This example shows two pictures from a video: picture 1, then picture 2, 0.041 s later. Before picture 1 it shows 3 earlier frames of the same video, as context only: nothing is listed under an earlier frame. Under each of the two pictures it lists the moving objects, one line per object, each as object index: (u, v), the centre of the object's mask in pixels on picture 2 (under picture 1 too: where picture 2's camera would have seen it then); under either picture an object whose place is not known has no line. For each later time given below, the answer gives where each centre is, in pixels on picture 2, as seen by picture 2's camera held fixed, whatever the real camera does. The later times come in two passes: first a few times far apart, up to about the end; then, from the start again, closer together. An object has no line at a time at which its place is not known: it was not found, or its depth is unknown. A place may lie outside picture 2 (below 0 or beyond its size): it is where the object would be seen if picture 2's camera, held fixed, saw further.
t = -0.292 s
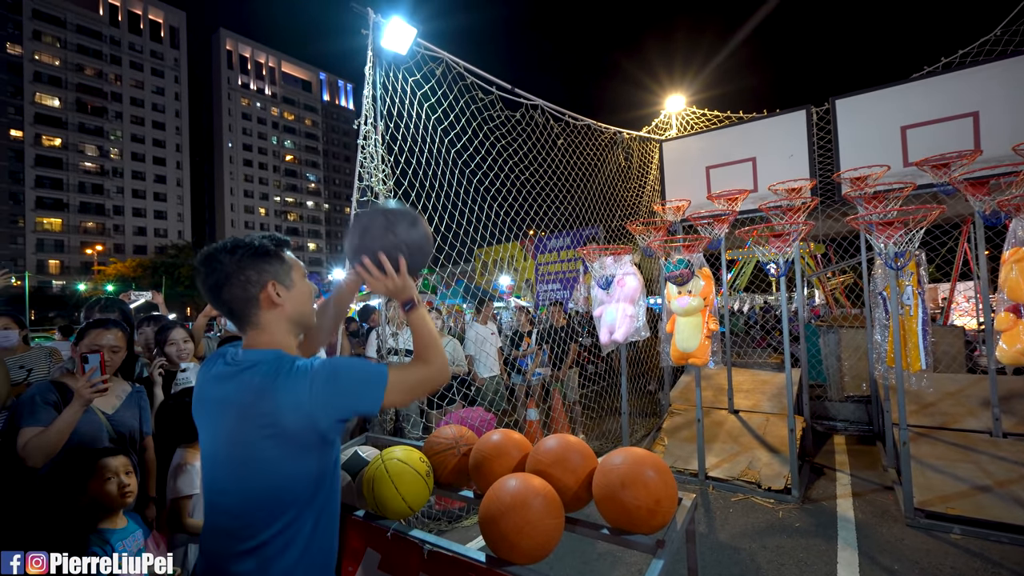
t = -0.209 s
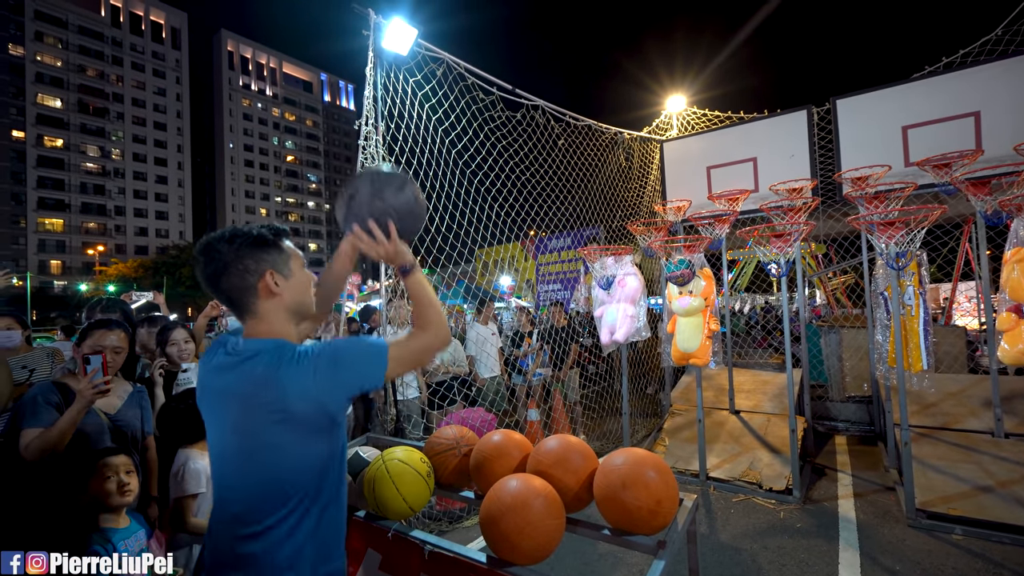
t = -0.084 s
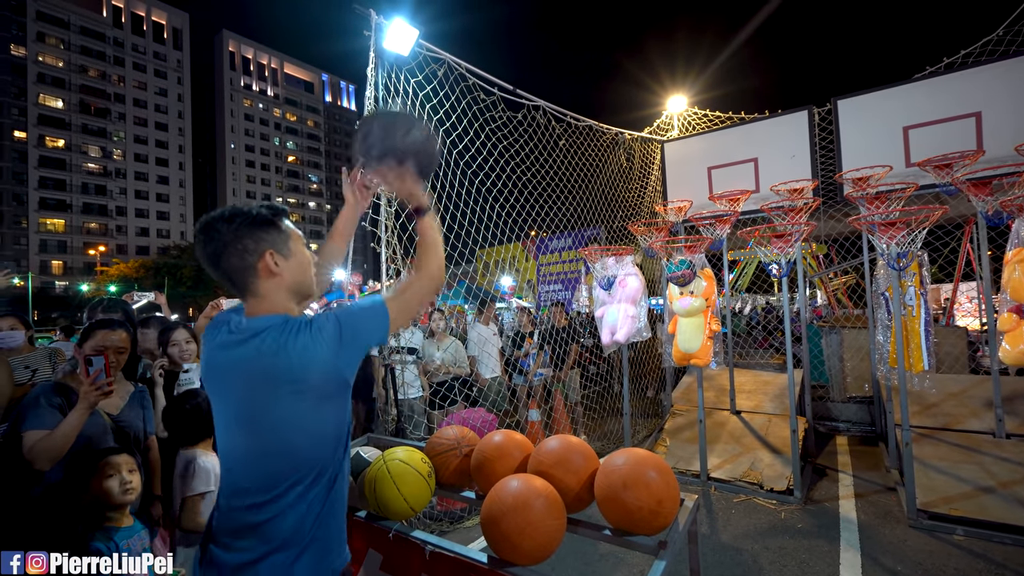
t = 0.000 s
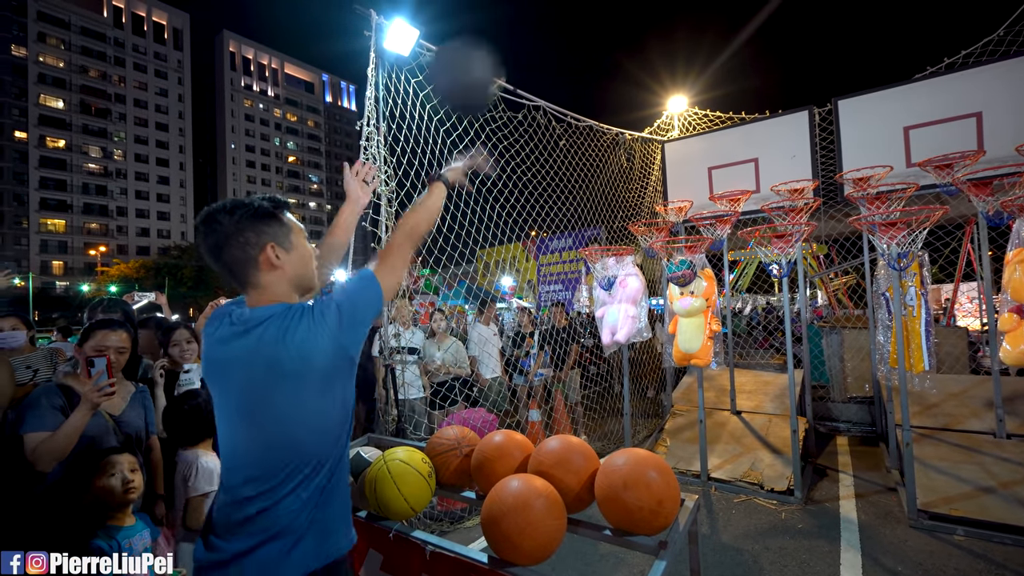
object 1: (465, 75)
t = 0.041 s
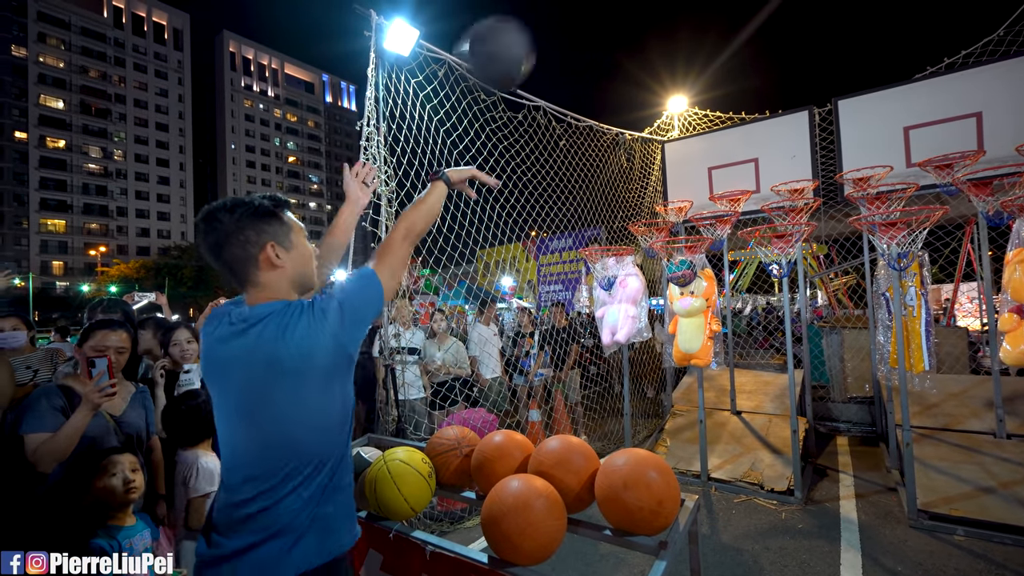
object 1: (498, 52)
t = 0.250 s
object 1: (617, 24)
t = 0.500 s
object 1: (708, 86)
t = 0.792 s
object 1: (776, 235)
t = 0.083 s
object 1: (524, 38)
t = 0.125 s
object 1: (551, 29)
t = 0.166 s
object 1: (575, 25)
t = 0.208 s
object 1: (597, 23)
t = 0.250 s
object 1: (617, 24)
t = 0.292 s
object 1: (635, 27)
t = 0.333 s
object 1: (652, 35)
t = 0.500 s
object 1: (708, 86)
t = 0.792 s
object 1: (776, 235)
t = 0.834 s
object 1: (784, 248)
